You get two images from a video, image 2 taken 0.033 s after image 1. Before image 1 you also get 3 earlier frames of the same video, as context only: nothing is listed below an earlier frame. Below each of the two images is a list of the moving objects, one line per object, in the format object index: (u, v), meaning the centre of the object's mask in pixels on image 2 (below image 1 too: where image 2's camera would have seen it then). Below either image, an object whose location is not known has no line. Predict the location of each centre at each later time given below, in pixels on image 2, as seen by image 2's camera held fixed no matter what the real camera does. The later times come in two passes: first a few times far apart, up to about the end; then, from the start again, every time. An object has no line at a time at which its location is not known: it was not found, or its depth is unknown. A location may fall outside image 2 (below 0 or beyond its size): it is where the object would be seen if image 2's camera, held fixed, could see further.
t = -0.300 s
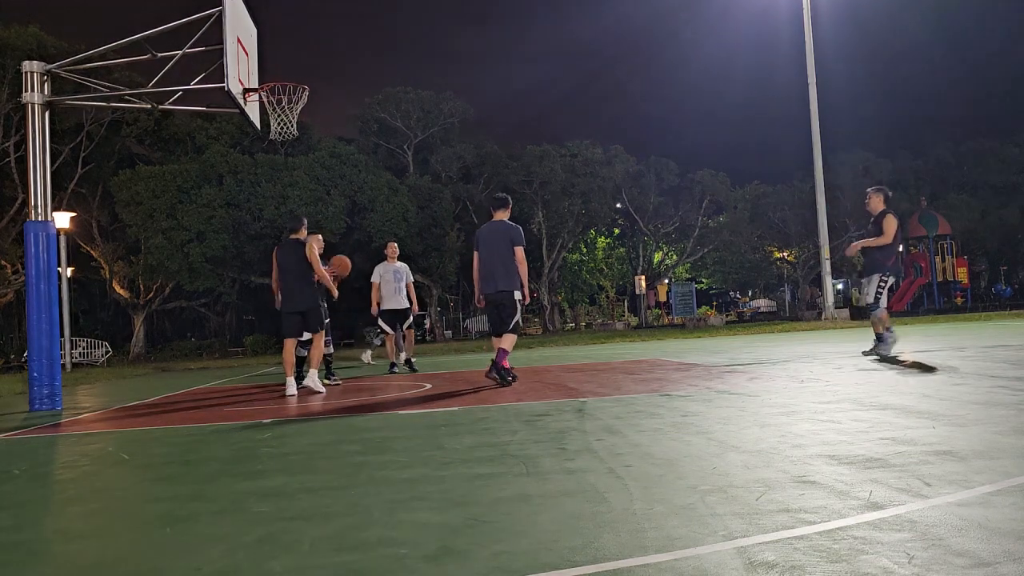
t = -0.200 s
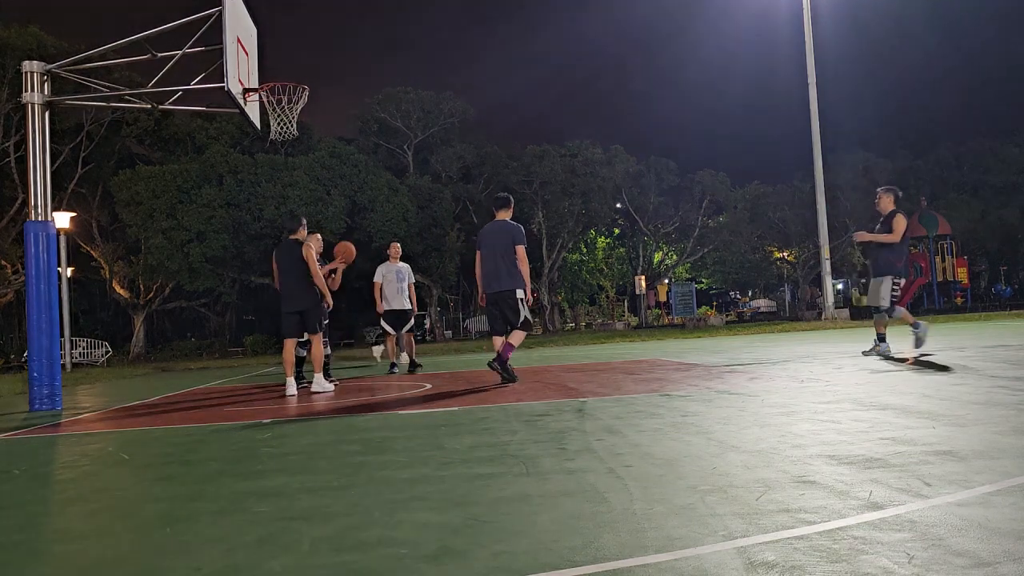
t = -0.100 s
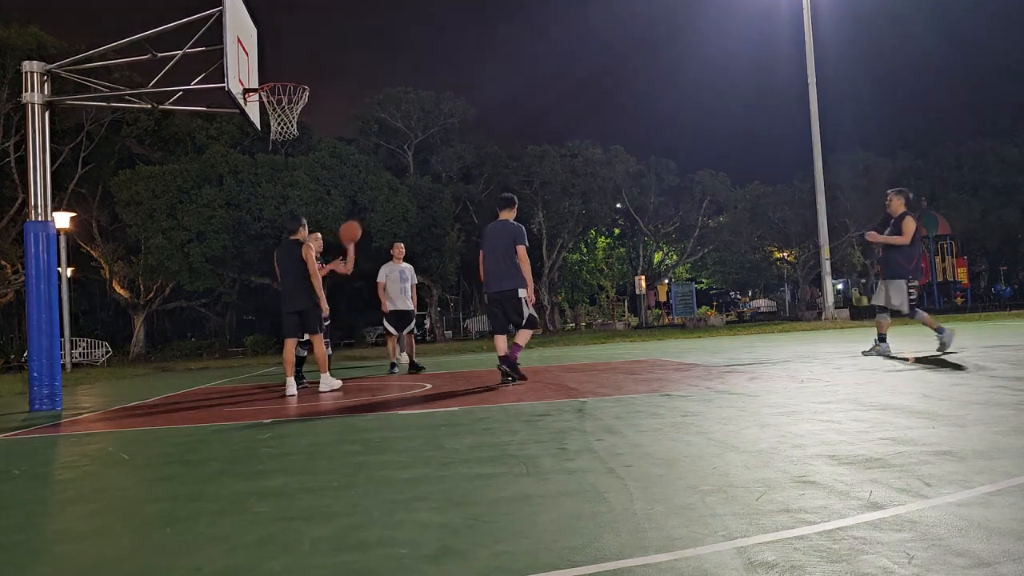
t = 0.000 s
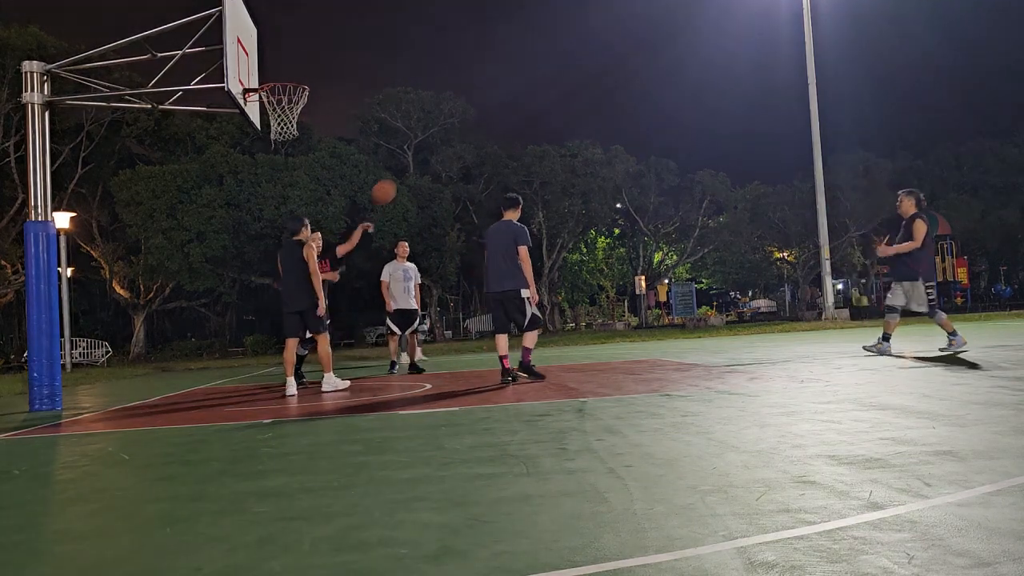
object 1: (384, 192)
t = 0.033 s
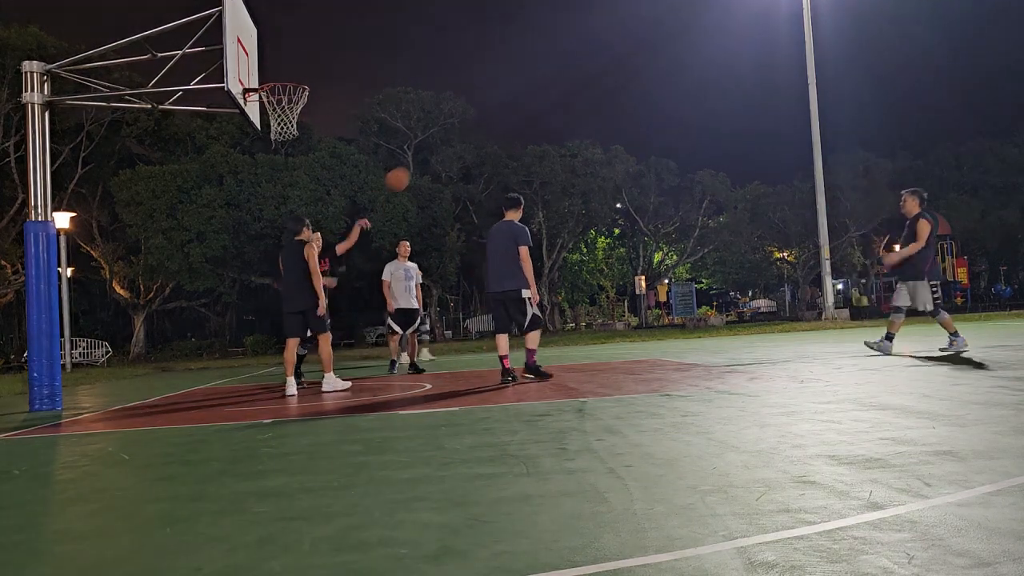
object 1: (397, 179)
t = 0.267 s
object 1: (497, 116)
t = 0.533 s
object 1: (614, 102)
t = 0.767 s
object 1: (721, 140)
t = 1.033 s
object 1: (852, 245)
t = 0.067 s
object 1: (411, 168)
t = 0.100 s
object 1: (426, 156)
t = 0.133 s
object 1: (440, 147)
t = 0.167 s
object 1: (454, 137)
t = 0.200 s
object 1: (468, 129)
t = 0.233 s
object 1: (483, 123)
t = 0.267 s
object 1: (497, 116)
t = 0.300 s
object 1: (511, 111)
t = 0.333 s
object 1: (525, 107)
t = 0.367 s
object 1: (540, 103)
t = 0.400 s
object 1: (555, 101)
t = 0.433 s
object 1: (569, 100)
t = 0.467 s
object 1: (584, 99)
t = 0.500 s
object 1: (598, 100)
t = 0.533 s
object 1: (614, 102)
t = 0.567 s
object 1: (628, 104)
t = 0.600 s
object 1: (644, 107)
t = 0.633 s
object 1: (659, 112)
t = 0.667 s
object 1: (675, 117)
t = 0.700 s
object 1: (690, 124)
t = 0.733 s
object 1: (705, 131)
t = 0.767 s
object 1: (721, 140)
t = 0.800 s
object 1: (737, 149)
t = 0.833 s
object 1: (753, 159)
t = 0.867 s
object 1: (769, 171)
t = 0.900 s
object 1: (785, 183)
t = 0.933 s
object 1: (801, 197)
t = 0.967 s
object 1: (818, 212)
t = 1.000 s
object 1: (836, 229)
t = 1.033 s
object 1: (852, 245)
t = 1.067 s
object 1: (869, 263)
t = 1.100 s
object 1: (885, 281)
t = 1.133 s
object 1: (905, 303)
